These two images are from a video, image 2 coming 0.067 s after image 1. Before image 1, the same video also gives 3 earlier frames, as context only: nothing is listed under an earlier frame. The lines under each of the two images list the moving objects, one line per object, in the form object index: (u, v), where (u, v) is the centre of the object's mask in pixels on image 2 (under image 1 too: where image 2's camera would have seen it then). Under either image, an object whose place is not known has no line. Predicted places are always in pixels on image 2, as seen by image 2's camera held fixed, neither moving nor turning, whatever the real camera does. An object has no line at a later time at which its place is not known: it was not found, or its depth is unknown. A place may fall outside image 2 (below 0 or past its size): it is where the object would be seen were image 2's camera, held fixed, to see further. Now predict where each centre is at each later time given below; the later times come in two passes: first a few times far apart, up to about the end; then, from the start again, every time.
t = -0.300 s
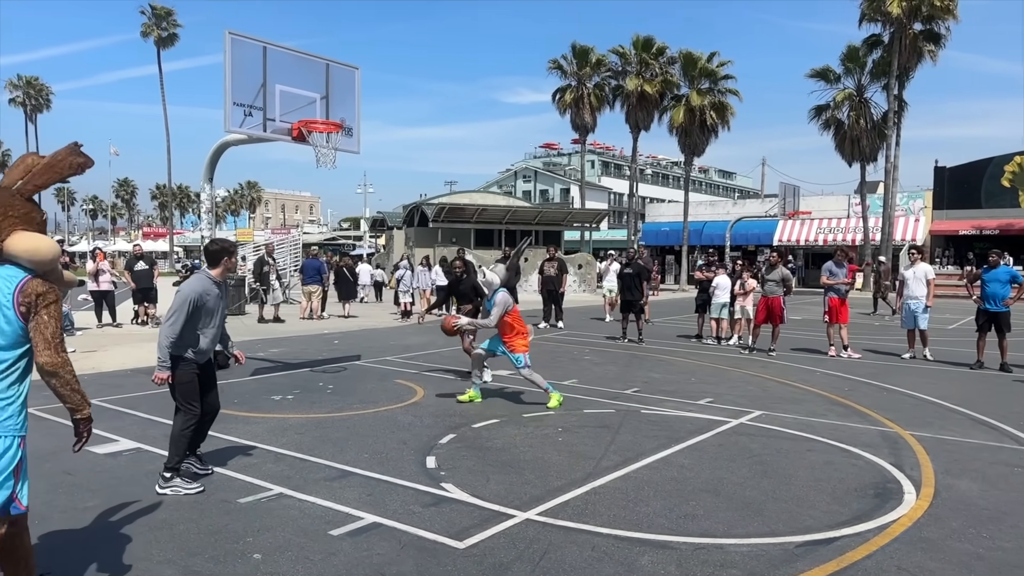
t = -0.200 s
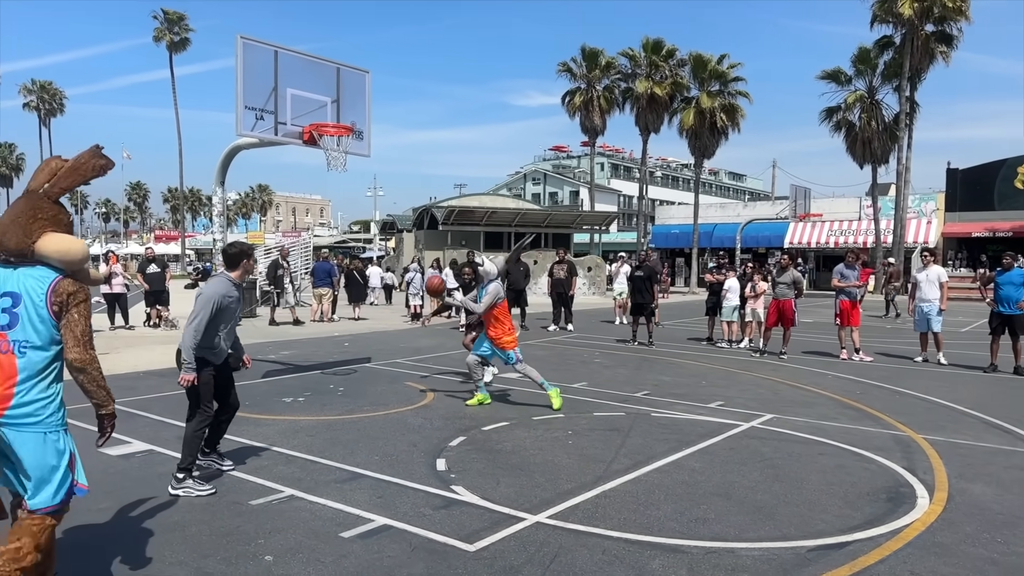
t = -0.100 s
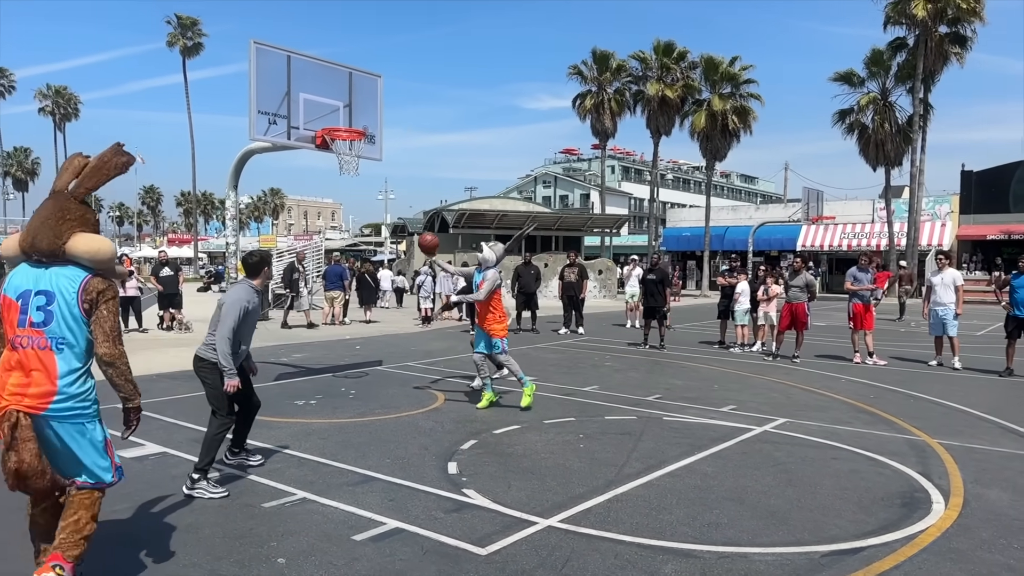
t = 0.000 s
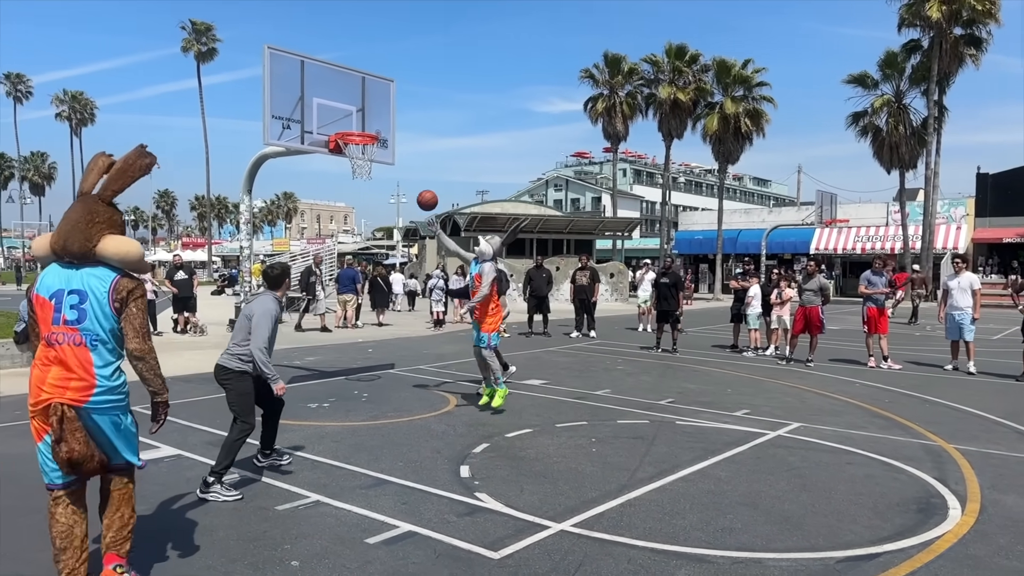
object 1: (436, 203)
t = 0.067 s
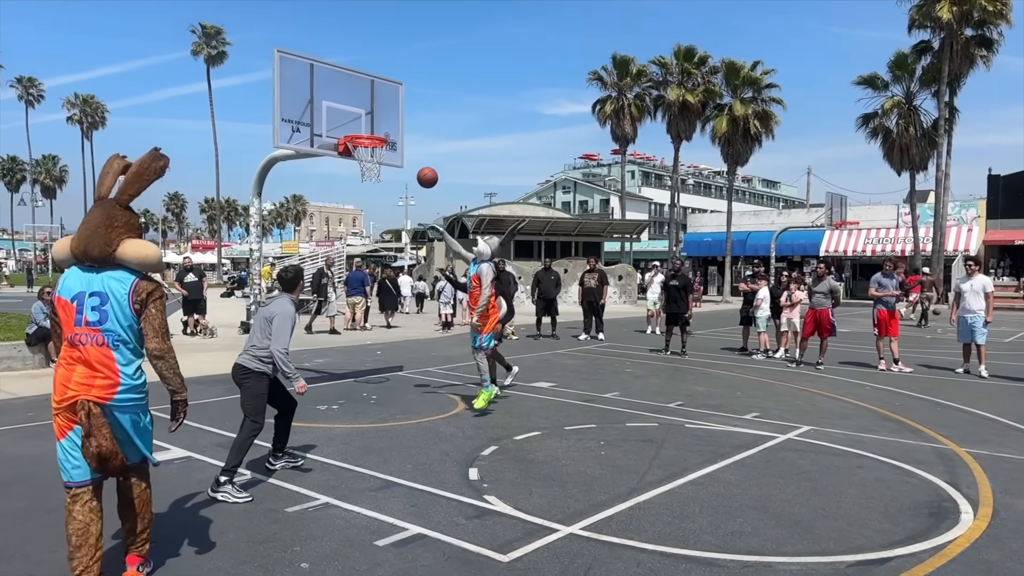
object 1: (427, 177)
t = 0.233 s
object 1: (407, 131)
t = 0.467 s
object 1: (379, 107)
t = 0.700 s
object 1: (354, 128)
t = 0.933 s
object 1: (365, 108)
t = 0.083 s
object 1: (425, 172)
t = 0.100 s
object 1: (423, 166)
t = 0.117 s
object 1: (421, 161)
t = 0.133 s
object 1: (419, 156)
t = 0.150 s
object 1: (417, 151)
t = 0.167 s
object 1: (415, 146)
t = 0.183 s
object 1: (413, 142)
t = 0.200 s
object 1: (411, 138)
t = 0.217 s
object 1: (409, 134)
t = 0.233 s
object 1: (407, 131)
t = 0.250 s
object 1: (405, 127)
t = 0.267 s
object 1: (403, 124)
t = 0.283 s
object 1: (401, 122)
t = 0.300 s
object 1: (399, 119)
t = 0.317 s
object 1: (396, 117)
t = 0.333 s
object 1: (395, 115)
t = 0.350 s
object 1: (393, 113)
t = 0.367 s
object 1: (391, 111)
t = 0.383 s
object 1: (389, 110)
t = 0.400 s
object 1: (387, 109)
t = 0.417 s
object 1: (385, 108)
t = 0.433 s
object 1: (383, 107)
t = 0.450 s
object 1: (381, 107)
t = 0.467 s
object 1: (379, 107)
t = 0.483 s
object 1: (377, 107)
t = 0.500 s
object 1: (375, 107)
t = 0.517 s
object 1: (374, 108)
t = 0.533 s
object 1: (372, 109)
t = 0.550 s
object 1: (370, 110)
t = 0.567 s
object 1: (368, 111)
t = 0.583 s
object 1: (366, 113)
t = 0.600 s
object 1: (364, 115)
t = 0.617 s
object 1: (363, 117)
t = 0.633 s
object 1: (361, 119)
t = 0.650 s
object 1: (359, 121)
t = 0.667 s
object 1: (357, 124)
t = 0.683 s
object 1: (356, 127)
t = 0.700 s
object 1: (354, 128)
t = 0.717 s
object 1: (354, 128)
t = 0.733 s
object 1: (355, 126)
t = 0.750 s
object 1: (356, 123)
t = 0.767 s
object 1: (356, 121)
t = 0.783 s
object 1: (357, 118)
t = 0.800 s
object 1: (358, 116)
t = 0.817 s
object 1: (359, 114)
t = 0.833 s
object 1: (360, 113)
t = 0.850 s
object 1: (361, 111)
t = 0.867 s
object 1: (361, 110)
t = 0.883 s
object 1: (362, 109)
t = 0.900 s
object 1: (363, 109)
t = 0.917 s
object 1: (364, 108)
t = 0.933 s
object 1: (365, 108)
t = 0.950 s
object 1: (366, 108)
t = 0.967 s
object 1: (366, 108)
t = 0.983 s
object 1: (367, 108)
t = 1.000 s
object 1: (368, 109)
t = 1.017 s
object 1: (369, 110)
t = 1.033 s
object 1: (370, 111)
